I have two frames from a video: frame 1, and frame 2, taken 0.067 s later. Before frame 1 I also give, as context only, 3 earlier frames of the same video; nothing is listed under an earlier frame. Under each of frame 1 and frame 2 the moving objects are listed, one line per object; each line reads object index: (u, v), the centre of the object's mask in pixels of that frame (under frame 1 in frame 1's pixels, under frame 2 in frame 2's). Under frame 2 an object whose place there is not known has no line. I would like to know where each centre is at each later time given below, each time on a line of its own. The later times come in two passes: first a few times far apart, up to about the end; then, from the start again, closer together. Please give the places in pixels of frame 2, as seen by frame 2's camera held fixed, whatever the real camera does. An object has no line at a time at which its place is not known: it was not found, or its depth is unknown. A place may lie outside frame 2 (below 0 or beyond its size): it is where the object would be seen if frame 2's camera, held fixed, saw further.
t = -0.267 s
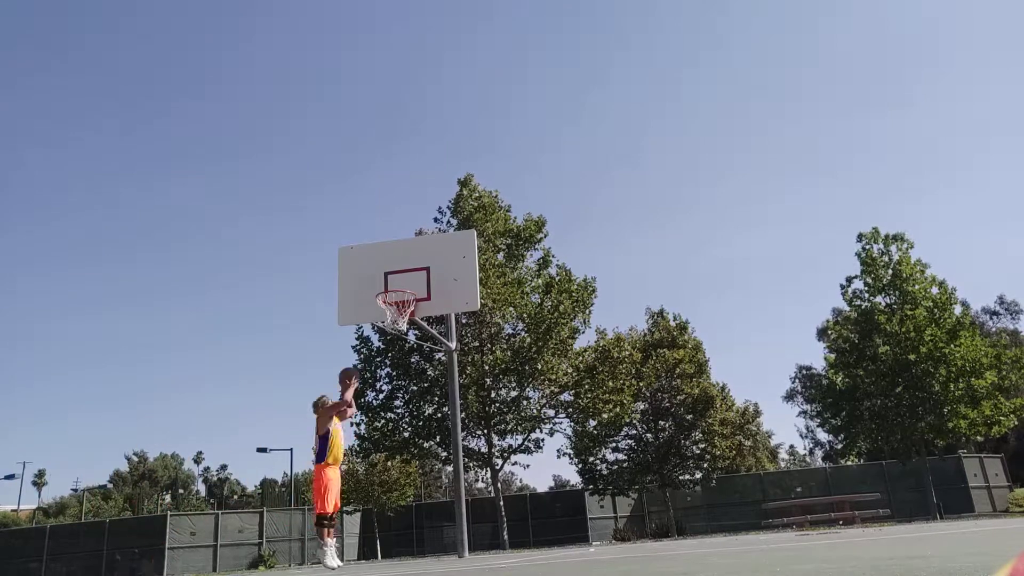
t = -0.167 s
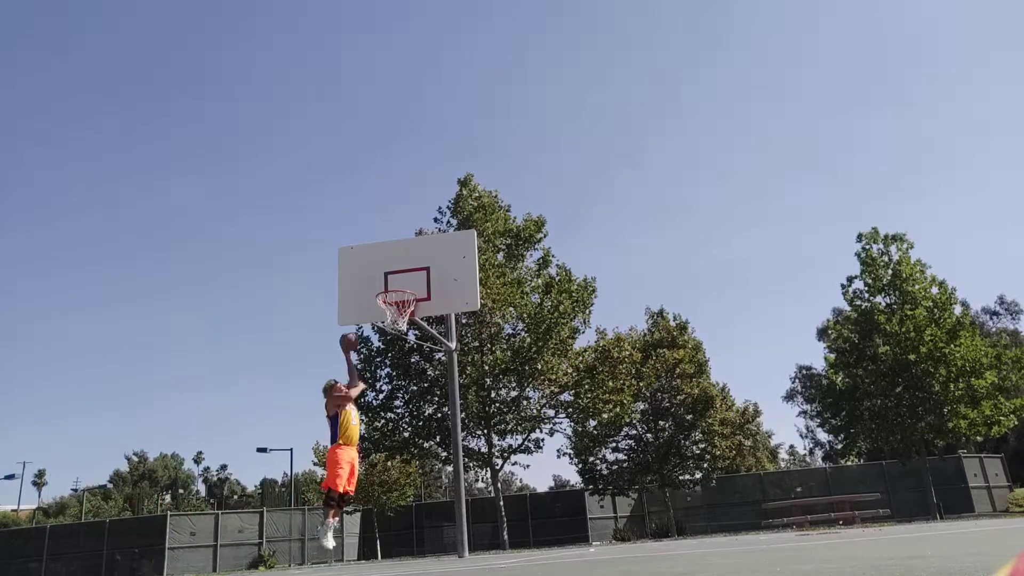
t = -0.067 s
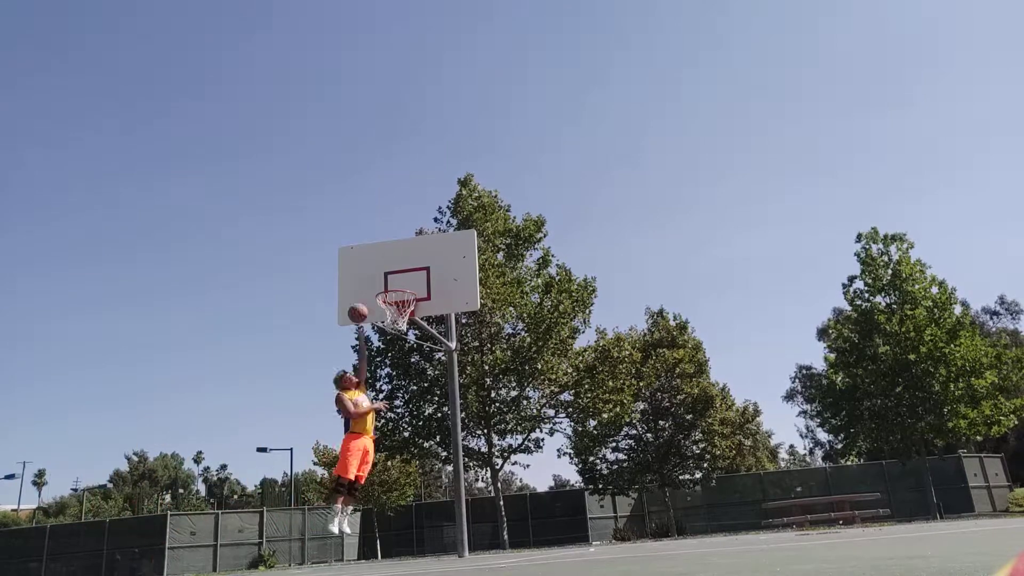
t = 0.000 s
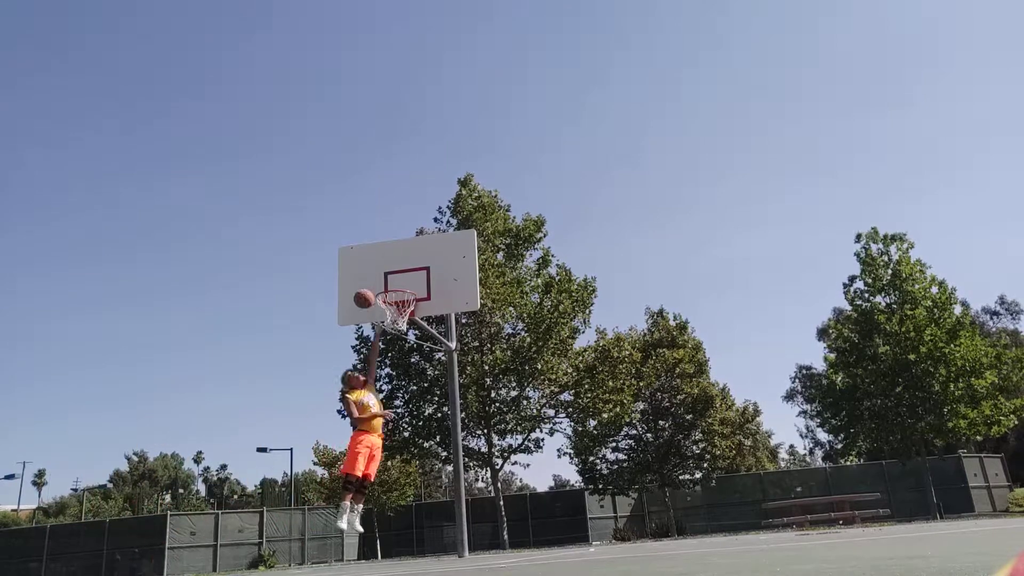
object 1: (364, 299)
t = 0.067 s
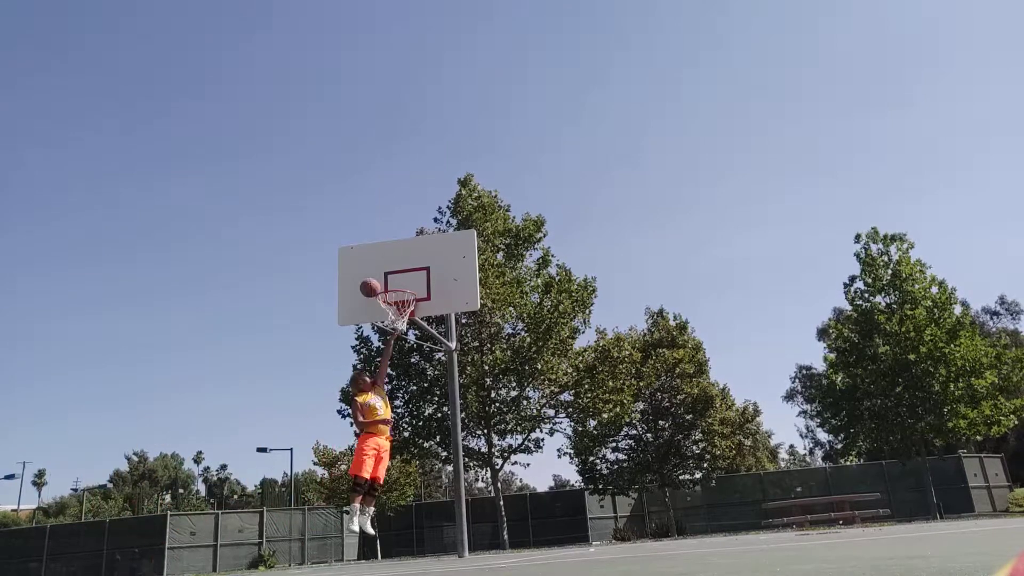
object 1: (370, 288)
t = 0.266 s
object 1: (388, 275)
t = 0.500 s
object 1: (402, 291)
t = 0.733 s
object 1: (384, 309)
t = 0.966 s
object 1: (400, 343)
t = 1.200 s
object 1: (420, 413)
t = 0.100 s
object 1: (373, 284)
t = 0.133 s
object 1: (376, 280)
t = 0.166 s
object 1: (379, 278)
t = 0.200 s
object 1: (382, 276)
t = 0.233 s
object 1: (385, 275)
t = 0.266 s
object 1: (388, 275)
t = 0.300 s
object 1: (391, 276)
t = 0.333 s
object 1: (395, 277)
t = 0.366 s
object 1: (398, 279)
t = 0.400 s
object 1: (401, 282)
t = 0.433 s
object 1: (405, 284)
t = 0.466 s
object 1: (409, 288)
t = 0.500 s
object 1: (402, 291)
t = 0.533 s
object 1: (398, 295)
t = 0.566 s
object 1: (393, 297)
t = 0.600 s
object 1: (387, 300)
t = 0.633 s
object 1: (385, 304)
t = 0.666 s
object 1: (385, 308)
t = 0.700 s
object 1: (384, 311)
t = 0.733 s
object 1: (384, 309)
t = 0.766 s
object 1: (384, 319)
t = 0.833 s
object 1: (386, 328)
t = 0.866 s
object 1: (390, 332)
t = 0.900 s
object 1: (393, 334)
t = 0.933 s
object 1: (395, 338)
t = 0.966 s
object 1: (400, 343)
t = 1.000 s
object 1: (402, 351)
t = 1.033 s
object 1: (405, 358)
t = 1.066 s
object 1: (409, 367)
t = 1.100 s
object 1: (412, 377)
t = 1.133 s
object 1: (415, 389)
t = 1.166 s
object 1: (417, 399)
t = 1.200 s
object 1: (420, 413)
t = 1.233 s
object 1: (424, 428)
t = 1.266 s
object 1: (427, 442)
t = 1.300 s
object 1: (431, 459)
